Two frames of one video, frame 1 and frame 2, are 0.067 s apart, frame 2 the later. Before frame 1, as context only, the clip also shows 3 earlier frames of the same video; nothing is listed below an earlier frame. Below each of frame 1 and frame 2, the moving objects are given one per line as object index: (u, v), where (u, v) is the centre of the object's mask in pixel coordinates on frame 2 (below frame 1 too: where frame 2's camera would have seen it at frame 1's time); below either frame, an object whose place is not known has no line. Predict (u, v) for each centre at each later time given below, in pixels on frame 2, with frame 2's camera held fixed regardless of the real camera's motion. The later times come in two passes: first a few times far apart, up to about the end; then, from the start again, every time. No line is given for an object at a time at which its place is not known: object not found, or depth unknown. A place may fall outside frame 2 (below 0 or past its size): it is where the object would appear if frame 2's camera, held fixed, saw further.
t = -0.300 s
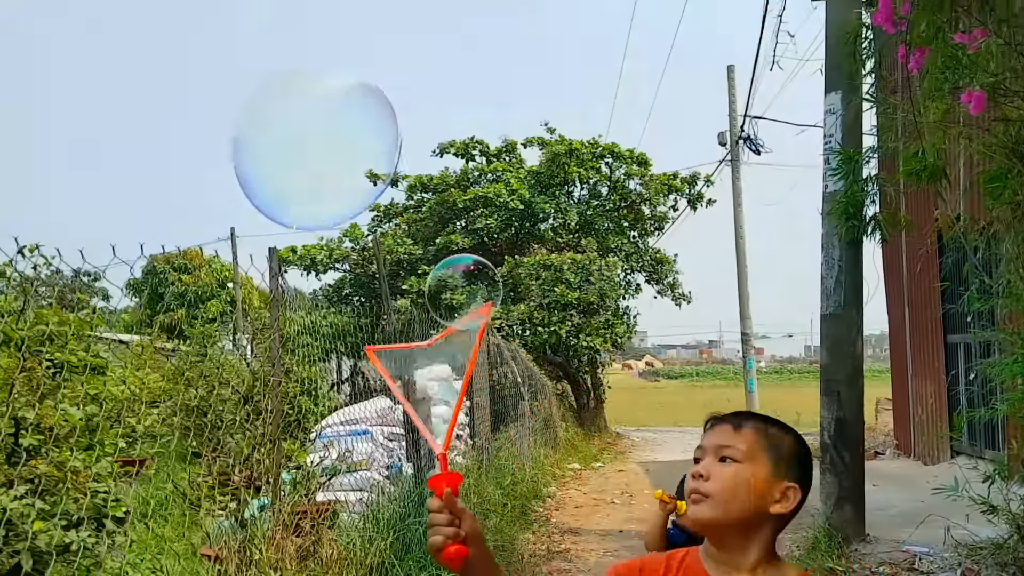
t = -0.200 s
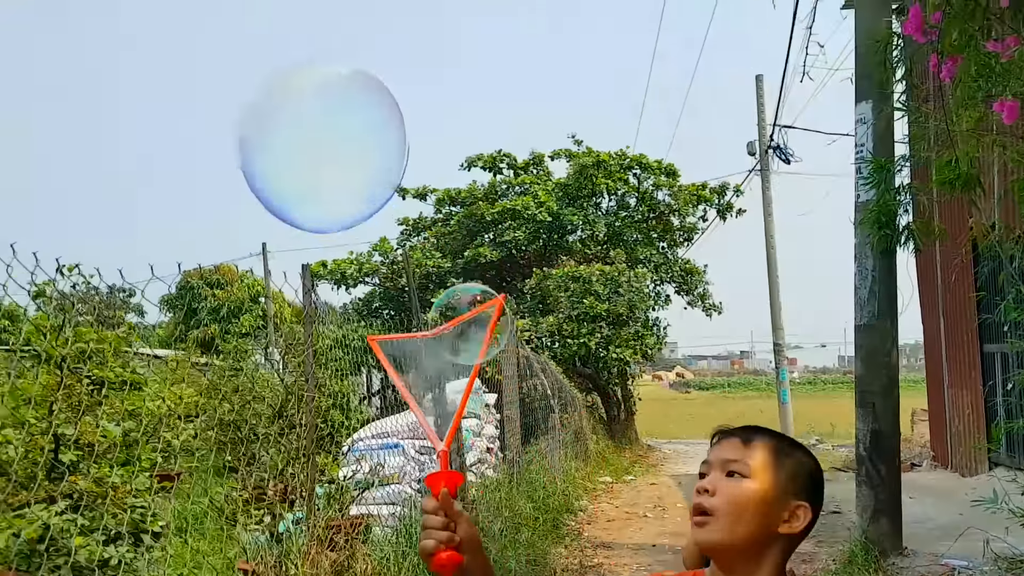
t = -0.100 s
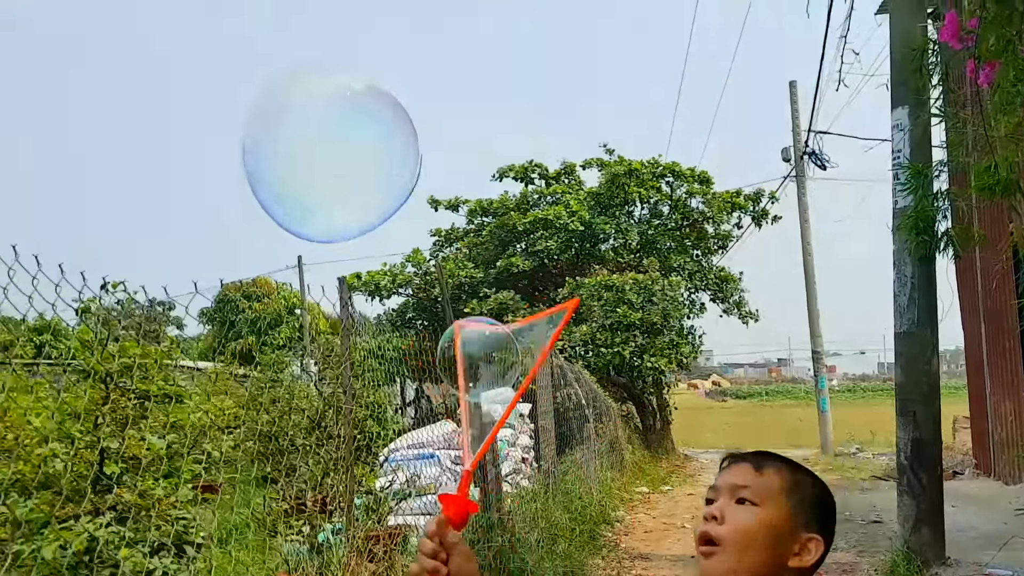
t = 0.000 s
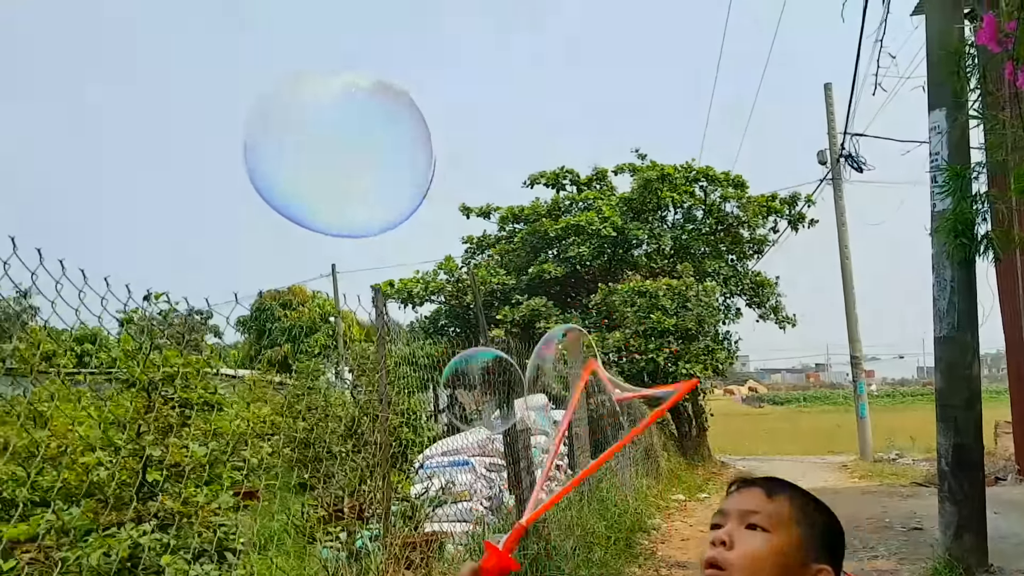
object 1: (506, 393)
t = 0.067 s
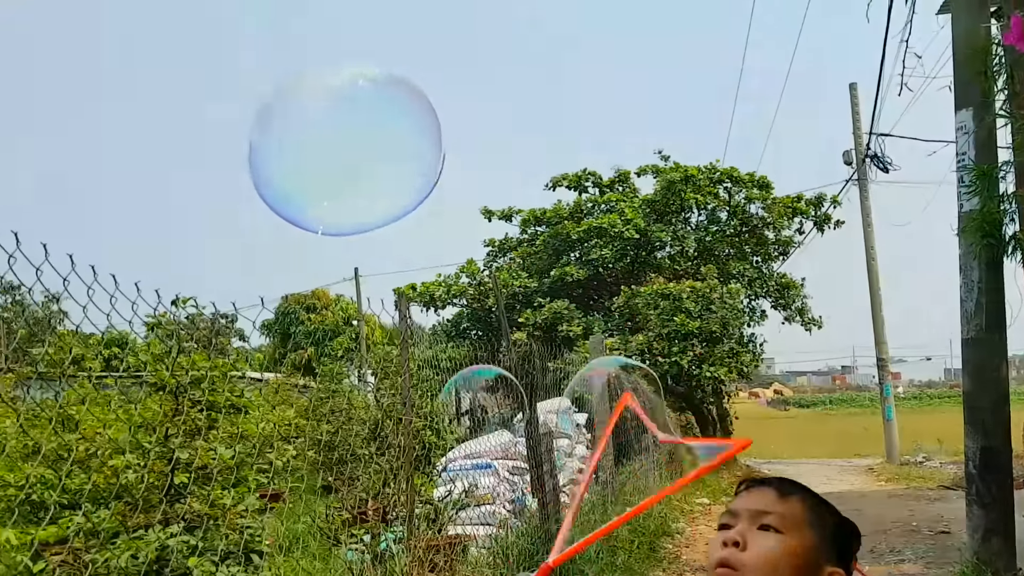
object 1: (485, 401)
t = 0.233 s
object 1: (406, 450)
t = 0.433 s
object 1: (203, 492)
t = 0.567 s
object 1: (18, 464)
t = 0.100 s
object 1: (473, 404)
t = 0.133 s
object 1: (464, 406)
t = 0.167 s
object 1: (437, 430)
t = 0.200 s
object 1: (421, 440)
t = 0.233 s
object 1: (406, 450)
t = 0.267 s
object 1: (387, 460)
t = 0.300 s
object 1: (371, 469)
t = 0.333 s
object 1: (340, 476)
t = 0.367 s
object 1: (297, 484)
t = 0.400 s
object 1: (244, 493)
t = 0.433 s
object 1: (203, 492)
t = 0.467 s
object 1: (154, 491)
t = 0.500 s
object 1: (109, 486)
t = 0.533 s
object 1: (64, 478)
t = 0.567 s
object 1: (18, 464)
